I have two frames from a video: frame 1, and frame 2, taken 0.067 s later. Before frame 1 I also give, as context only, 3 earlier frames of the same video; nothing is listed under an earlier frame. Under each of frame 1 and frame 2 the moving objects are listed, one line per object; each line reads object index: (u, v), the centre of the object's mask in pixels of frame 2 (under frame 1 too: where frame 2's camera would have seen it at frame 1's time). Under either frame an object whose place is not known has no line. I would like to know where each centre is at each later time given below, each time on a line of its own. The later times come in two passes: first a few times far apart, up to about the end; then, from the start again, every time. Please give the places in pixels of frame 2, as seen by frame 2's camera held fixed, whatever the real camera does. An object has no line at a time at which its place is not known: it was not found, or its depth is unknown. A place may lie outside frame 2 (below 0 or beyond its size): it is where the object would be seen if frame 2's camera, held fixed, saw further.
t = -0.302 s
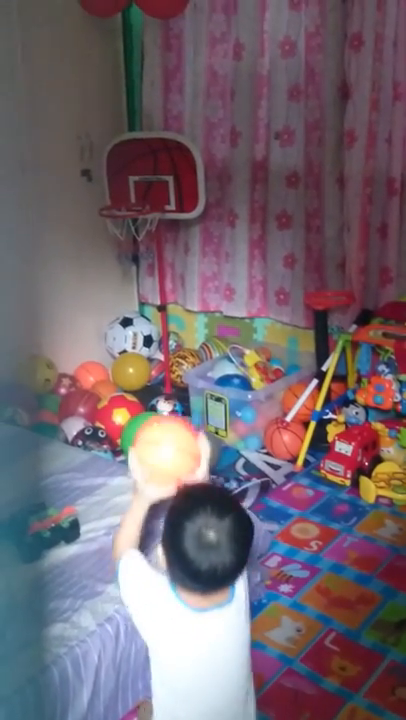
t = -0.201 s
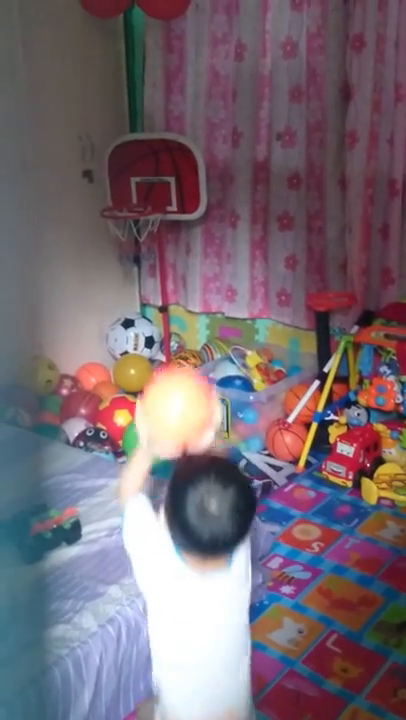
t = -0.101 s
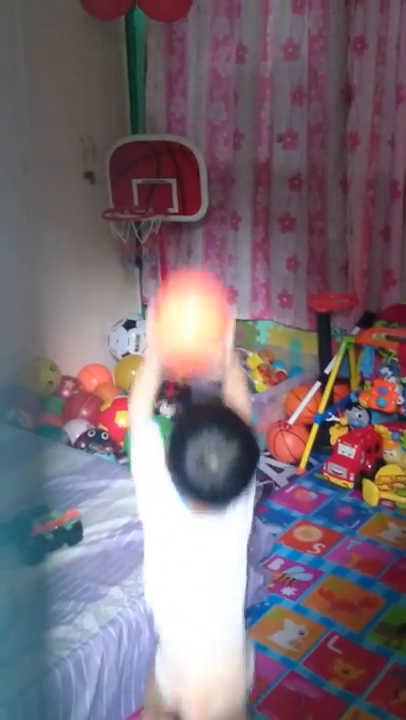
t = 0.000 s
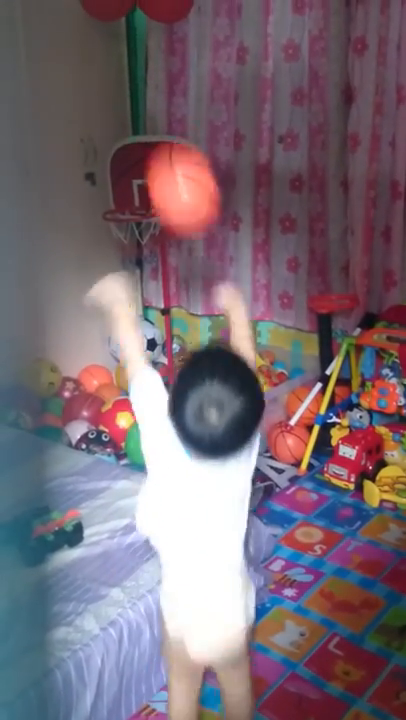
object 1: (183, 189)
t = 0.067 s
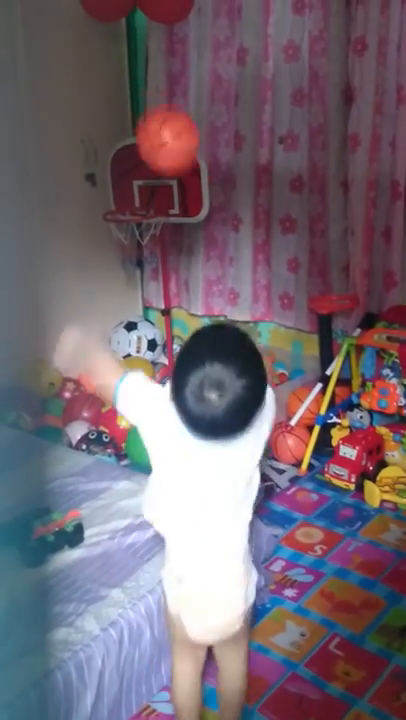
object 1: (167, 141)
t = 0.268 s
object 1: (140, 136)
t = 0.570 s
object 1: (114, 293)
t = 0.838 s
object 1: (105, 399)
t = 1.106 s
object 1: (117, 373)
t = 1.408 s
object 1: (115, 374)
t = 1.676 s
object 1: (82, 374)
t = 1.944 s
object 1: (78, 381)
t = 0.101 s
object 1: (160, 127)
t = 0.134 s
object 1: (156, 120)
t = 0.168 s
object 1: (150, 117)
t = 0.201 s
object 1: (146, 120)
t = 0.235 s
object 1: (142, 126)
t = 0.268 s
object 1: (140, 136)
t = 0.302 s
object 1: (137, 149)
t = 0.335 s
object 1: (134, 164)
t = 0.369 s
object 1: (131, 179)
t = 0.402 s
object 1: (131, 198)
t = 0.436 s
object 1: (129, 218)
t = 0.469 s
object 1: (125, 235)
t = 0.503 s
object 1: (121, 250)
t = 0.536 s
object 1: (118, 271)
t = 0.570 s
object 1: (114, 293)
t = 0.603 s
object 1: (109, 321)
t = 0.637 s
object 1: (105, 347)
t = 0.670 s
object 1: (101, 380)
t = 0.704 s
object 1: (101, 409)
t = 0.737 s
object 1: (99, 431)
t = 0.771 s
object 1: (100, 420)
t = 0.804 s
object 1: (103, 407)
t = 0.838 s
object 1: (105, 399)
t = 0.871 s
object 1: (107, 392)
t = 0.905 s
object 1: (110, 388)
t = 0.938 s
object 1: (112, 388)
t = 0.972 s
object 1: (114, 386)
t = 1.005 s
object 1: (115, 380)
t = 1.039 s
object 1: (117, 375)
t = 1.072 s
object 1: (117, 373)
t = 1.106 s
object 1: (117, 373)
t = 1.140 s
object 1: (118, 375)
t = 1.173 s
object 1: (119, 379)
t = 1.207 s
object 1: (120, 385)
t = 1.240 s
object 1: (121, 389)
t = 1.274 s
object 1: (122, 387)
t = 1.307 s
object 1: (119, 381)
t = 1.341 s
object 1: (118, 378)
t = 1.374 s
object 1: (117, 376)
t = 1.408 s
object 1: (115, 374)
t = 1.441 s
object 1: (110, 372)
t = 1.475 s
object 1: (106, 371)
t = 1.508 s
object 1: (99, 375)
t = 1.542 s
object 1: (96, 378)
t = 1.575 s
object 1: (93, 378)
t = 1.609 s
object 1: (88, 376)
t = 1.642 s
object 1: (84, 376)
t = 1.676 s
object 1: (82, 374)
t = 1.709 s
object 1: (81, 374)
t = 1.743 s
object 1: (80, 376)
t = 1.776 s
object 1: (79, 379)
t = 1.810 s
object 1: (79, 380)
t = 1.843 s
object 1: (78, 381)
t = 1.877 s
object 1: (78, 381)
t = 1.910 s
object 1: (78, 381)
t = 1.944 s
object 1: (78, 381)
